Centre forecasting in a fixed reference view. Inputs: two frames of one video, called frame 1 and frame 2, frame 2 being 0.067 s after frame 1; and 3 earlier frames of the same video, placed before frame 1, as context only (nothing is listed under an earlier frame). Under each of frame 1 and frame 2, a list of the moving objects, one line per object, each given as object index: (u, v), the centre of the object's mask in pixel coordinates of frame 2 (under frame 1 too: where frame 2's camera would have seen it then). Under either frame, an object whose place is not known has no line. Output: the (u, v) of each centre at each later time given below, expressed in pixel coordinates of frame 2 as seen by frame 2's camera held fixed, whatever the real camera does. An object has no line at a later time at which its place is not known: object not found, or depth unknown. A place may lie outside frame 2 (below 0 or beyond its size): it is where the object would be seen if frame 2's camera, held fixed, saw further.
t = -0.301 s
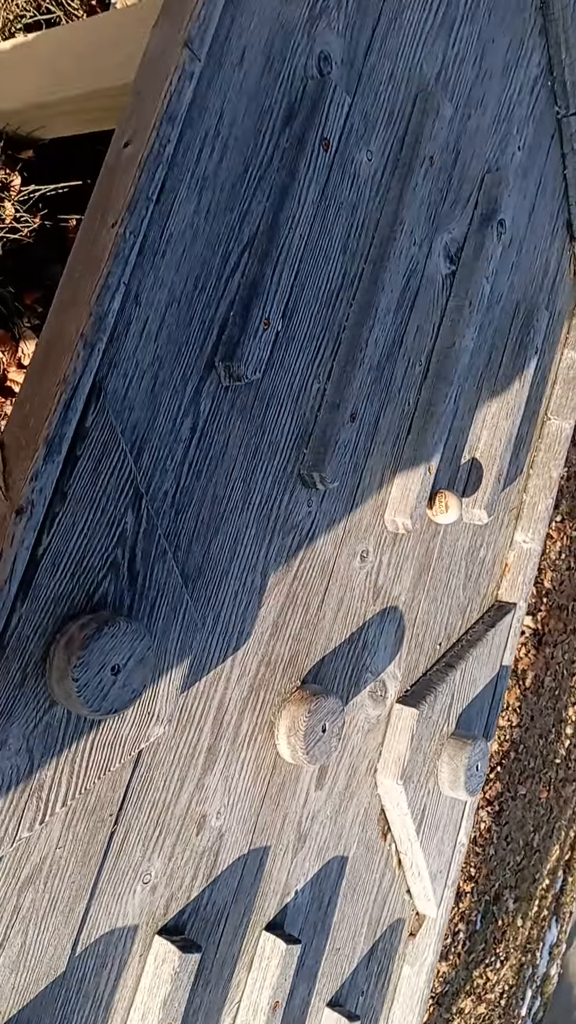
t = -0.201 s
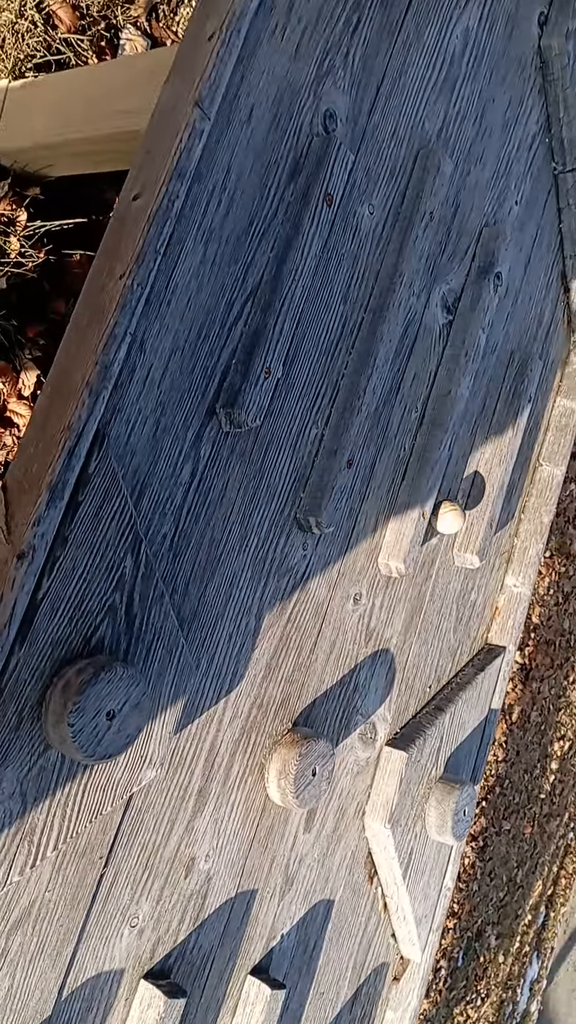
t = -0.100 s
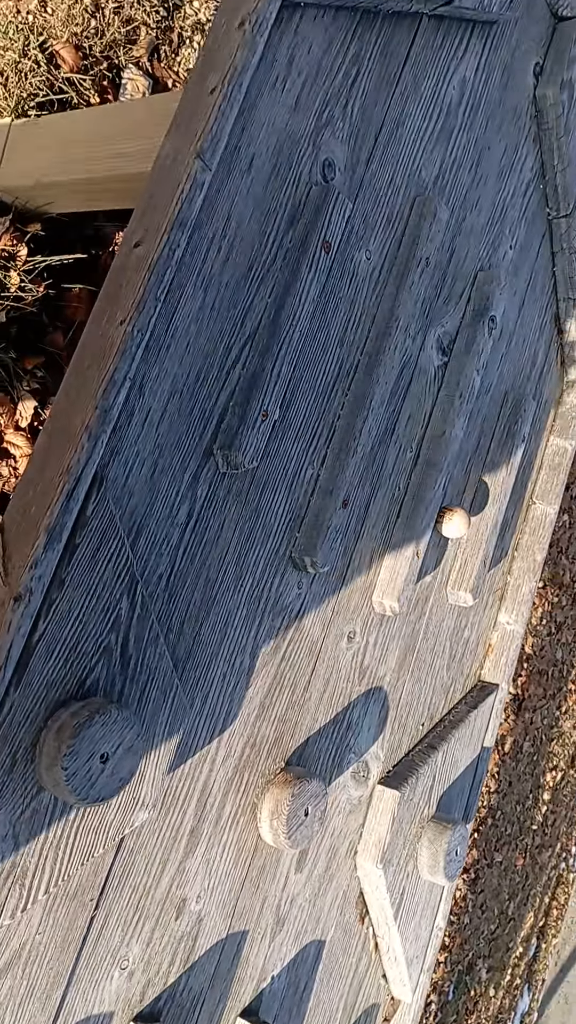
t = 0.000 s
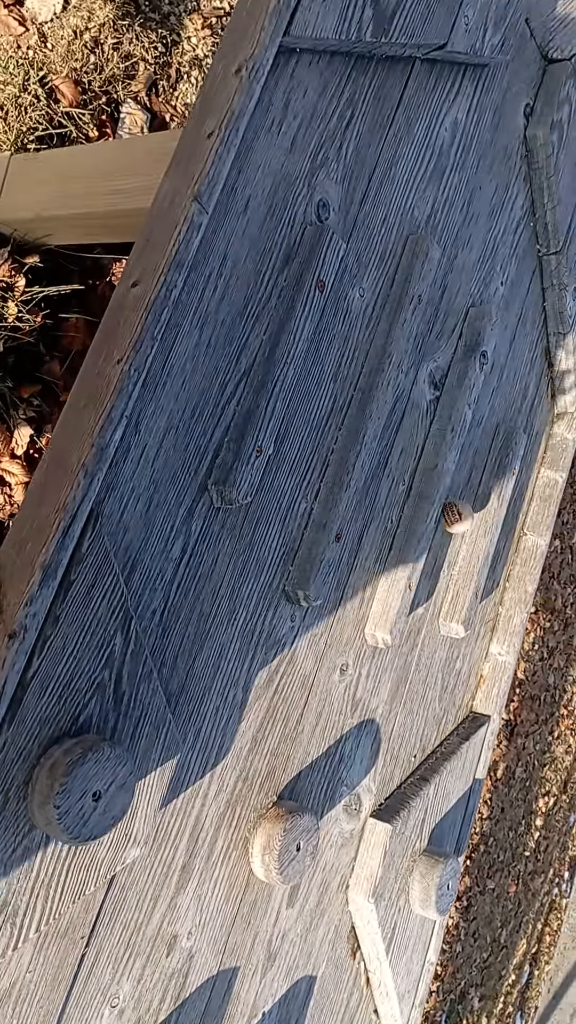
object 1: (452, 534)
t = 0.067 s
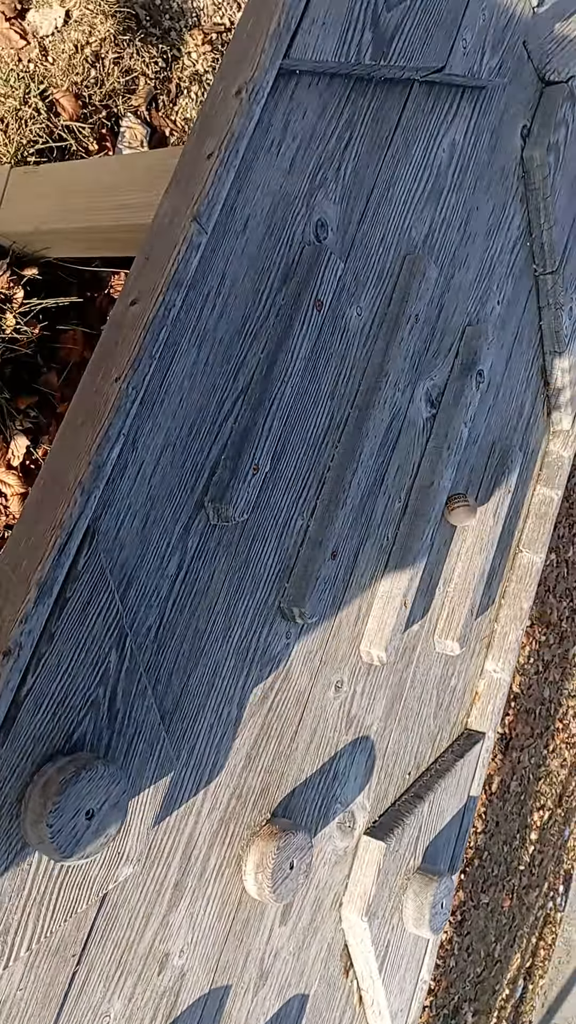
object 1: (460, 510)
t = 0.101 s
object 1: (464, 497)
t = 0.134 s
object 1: (468, 486)
